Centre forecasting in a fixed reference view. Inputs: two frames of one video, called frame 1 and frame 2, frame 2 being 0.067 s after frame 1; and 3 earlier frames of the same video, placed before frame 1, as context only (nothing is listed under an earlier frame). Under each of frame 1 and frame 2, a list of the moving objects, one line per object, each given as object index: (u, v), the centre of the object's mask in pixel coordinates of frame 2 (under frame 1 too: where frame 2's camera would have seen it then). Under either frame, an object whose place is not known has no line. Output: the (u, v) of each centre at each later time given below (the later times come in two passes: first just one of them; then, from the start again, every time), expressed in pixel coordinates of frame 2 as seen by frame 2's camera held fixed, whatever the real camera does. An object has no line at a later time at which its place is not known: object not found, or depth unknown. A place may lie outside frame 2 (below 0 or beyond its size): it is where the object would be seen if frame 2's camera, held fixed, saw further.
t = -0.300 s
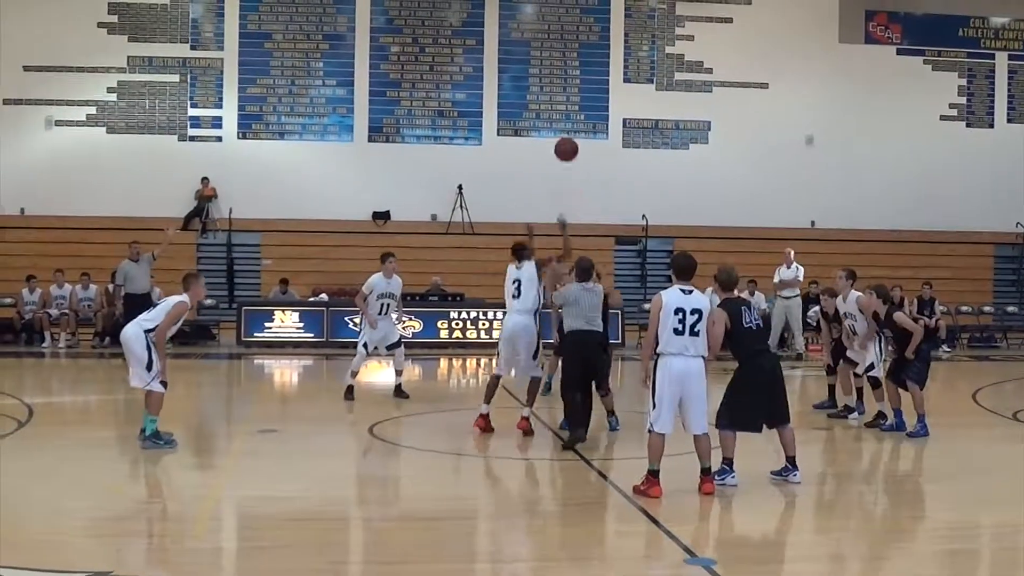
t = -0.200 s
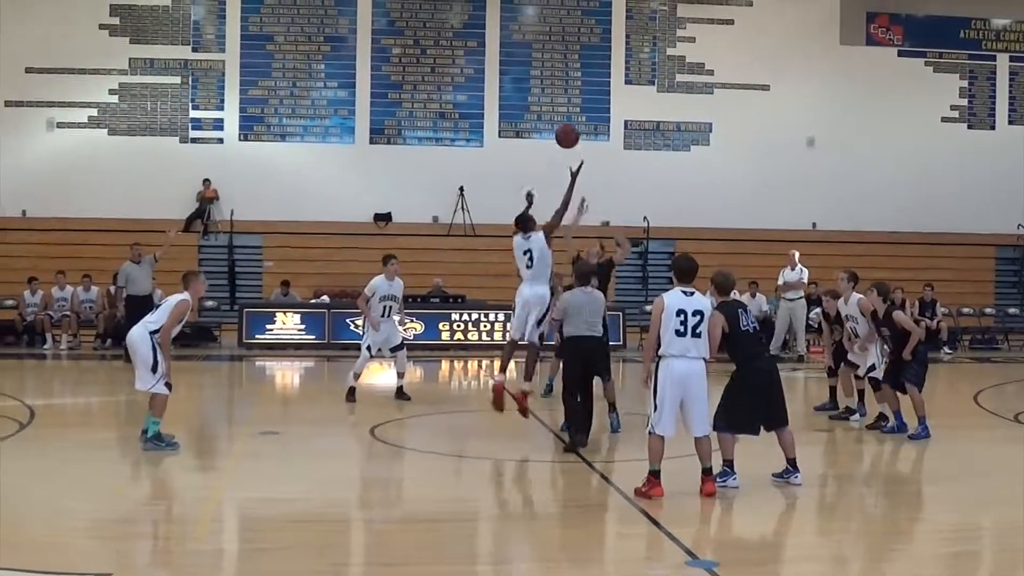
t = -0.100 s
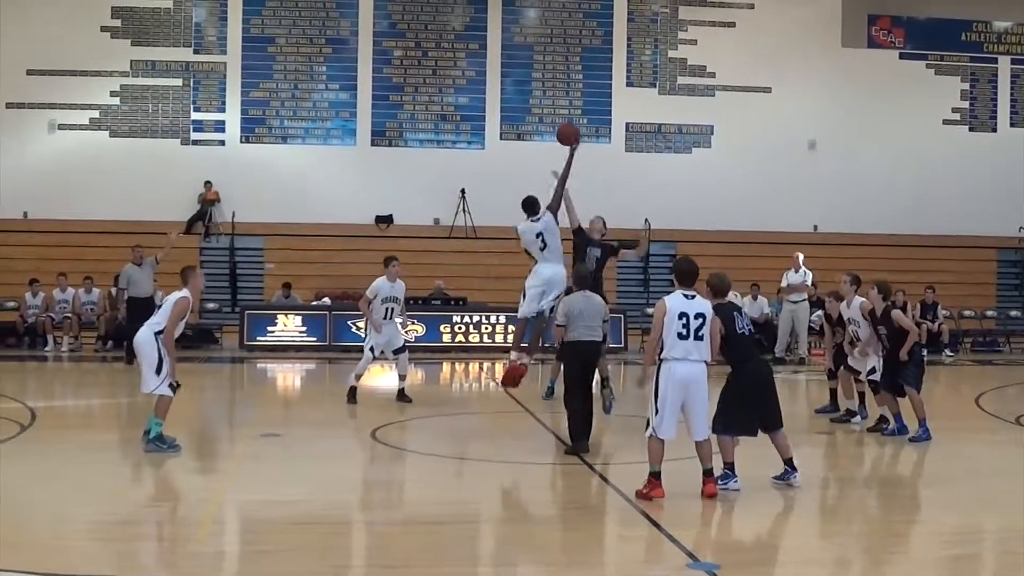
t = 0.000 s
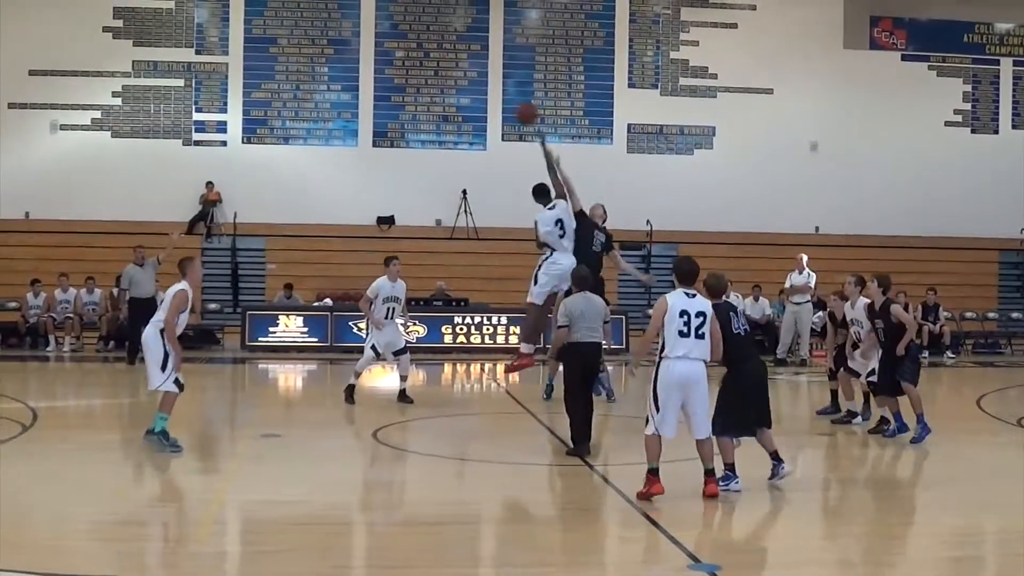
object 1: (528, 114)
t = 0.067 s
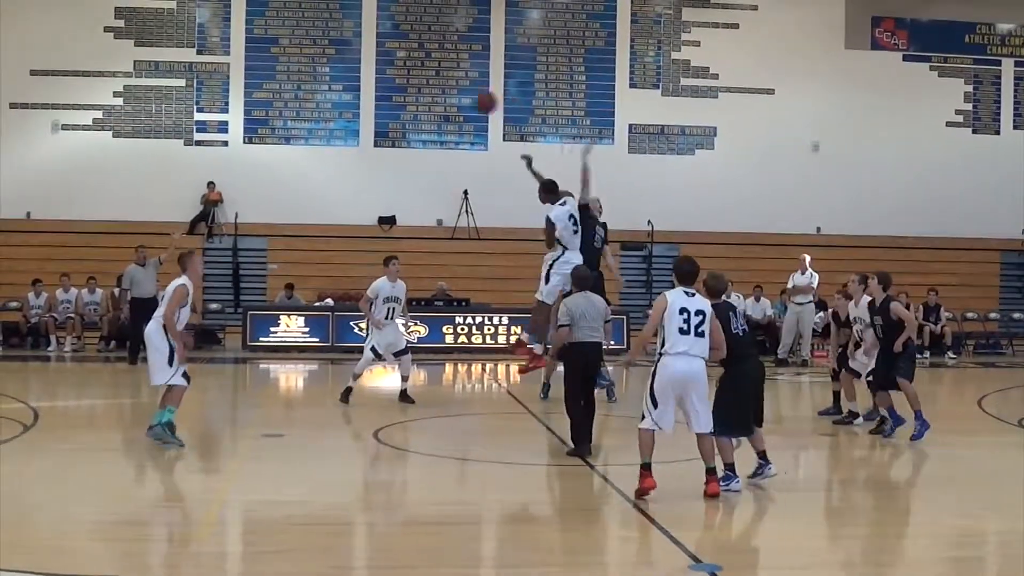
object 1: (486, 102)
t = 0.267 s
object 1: (359, 96)
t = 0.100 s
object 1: (465, 99)
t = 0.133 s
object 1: (442, 96)
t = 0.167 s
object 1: (421, 95)
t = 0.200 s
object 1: (400, 94)
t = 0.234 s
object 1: (379, 94)
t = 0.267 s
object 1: (359, 96)
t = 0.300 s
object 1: (339, 99)
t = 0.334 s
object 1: (319, 102)
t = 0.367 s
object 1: (298, 107)
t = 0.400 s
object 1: (278, 113)
